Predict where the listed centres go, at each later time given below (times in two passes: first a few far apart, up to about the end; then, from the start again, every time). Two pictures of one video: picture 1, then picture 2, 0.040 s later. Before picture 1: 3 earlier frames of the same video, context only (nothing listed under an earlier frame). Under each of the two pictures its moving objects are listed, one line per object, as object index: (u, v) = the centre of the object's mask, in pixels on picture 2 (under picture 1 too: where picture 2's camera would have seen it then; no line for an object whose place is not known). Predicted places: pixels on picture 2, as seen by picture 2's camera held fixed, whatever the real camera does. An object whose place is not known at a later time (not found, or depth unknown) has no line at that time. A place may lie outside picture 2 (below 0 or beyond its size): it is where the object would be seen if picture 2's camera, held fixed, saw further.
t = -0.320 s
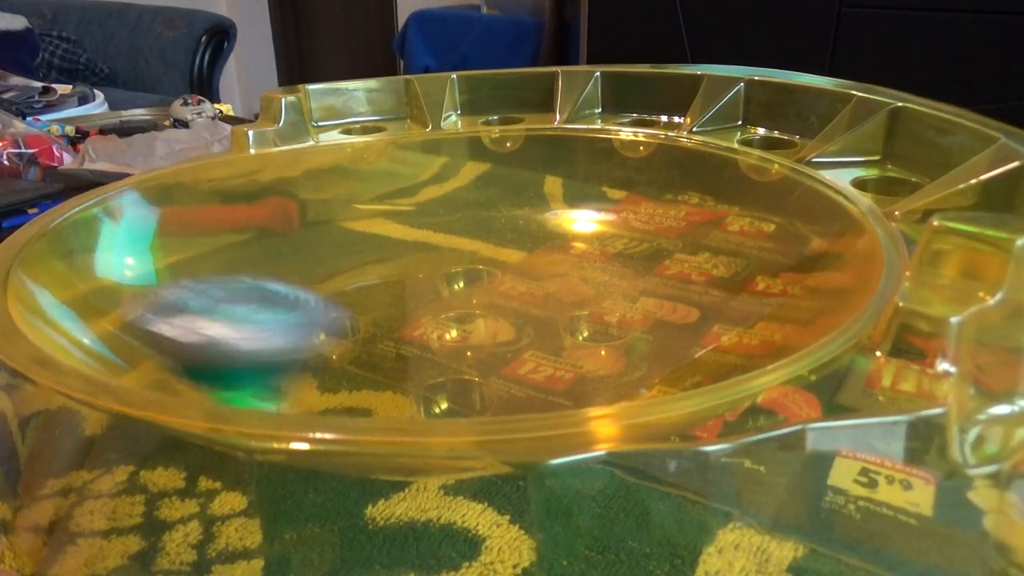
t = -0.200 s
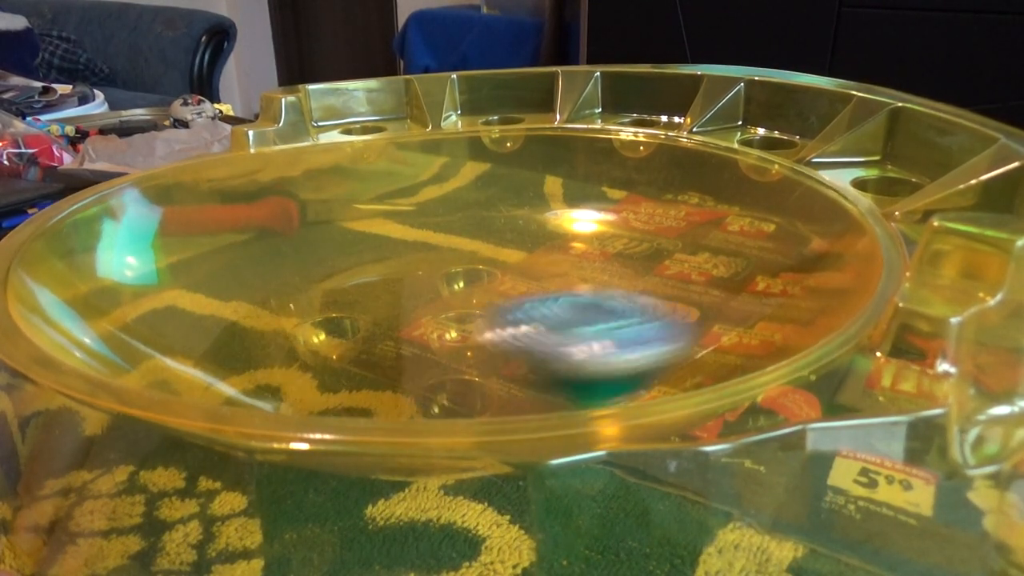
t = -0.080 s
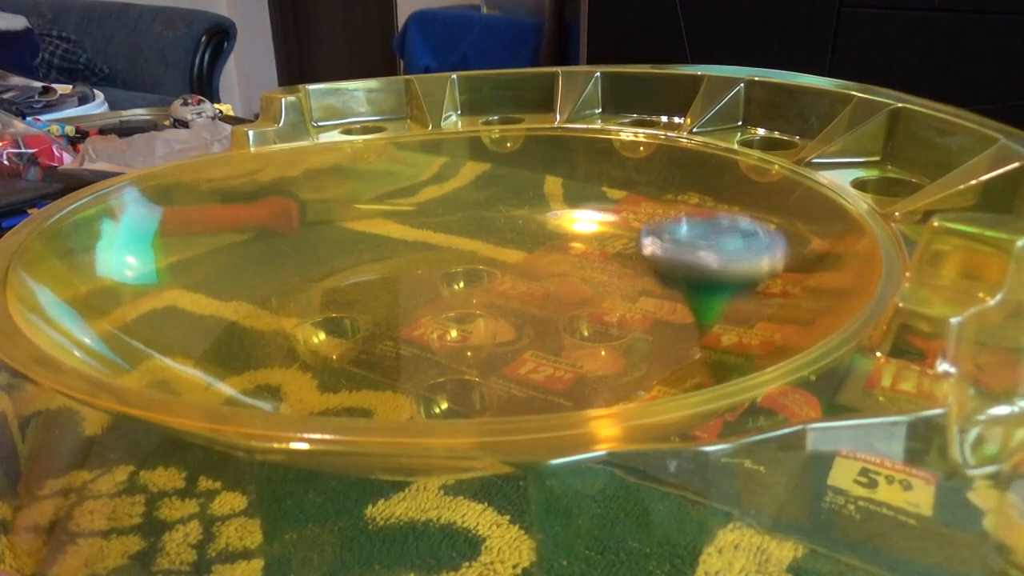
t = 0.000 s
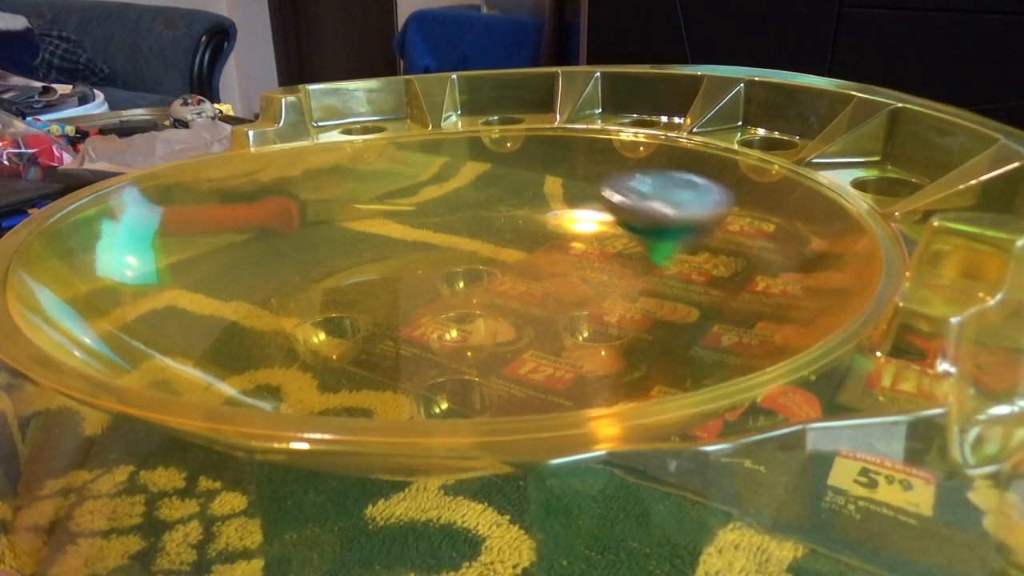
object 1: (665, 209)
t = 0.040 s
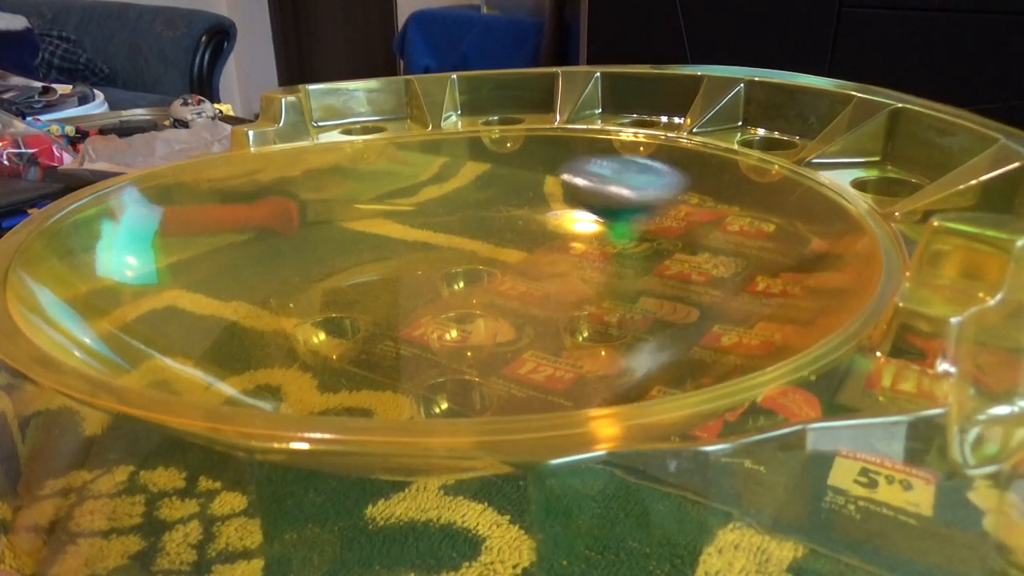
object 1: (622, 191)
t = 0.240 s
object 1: (317, 165)
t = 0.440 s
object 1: (207, 309)
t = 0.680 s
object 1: (706, 288)
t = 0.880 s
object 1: (608, 168)
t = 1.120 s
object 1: (248, 204)
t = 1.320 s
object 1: (329, 344)
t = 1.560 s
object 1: (736, 258)
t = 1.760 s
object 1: (560, 177)
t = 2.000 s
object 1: (239, 231)
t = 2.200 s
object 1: (319, 349)
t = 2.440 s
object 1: (713, 272)
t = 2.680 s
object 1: (506, 193)
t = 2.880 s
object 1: (261, 215)
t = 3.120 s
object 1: (304, 342)
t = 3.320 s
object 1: (642, 302)
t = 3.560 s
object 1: (577, 194)
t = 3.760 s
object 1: (338, 179)
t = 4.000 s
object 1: (252, 312)
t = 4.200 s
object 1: (571, 328)
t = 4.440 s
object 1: (675, 212)
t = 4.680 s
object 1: (405, 180)
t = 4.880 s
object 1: (242, 262)
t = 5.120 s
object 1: (444, 350)
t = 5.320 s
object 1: (702, 282)
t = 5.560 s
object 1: (554, 196)
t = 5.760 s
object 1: (333, 207)
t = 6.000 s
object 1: (216, 303)
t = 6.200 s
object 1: (494, 347)
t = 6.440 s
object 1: (637, 247)
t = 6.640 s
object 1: (507, 188)
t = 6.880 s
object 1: (264, 217)
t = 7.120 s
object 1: (336, 321)
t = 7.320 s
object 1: (581, 308)
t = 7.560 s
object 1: (644, 209)
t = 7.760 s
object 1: (453, 183)
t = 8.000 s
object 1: (265, 254)
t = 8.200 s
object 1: (340, 325)
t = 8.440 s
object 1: (629, 324)
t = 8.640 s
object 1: (664, 233)
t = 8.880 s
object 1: (456, 196)
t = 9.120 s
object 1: (247, 237)
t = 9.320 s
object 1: (277, 329)
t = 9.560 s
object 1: (575, 314)
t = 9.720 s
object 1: (627, 251)
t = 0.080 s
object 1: (570, 177)
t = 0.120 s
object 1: (512, 168)
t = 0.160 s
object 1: (451, 163)
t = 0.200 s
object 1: (383, 159)
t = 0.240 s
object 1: (317, 165)
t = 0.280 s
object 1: (256, 179)
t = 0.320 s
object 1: (205, 201)
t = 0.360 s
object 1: (176, 231)
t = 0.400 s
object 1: (172, 272)
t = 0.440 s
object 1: (207, 309)
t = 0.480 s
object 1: (280, 337)
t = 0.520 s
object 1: (385, 350)
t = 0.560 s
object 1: (486, 352)
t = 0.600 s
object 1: (590, 340)
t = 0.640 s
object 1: (660, 317)
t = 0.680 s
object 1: (706, 288)
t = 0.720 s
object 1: (725, 258)
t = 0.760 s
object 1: (718, 232)
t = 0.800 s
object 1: (693, 204)
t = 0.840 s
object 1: (655, 185)
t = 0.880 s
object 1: (608, 168)
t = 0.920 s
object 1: (549, 161)
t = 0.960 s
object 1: (490, 158)
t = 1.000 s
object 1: (423, 158)
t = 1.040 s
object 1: (361, 163)
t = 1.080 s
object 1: (299, 181)
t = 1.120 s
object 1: (248, 204)
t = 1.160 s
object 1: (218, 232)
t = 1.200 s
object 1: (205, 273)
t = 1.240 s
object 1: (219, 297)
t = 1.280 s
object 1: (260, 324)
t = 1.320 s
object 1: (329, 344)
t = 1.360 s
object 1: (413, 352)
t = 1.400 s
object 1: (508, 352)
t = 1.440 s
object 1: (600, 339)
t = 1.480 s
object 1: (669, 318)
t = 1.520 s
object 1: (716, 287)
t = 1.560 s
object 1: (736, 258)
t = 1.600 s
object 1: (730, 231)
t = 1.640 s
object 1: (706, 207)
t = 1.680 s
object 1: (668, 192)
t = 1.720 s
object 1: (618, 179)
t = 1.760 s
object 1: (560, 177)
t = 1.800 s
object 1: (501, 176)
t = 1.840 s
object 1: (440, 179)
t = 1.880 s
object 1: (378, 184)
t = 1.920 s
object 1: (322, 198)
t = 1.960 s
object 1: (276, 213)
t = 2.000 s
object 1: (239, 231)
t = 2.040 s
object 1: (217, 272)
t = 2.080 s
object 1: (209, 286)
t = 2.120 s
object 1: (220, 308)
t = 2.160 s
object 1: (255, 331)
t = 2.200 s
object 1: (319, 349)
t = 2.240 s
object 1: (402, 356)
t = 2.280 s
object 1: (498, 355)
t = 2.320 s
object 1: (593, 343)
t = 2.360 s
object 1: (661, 323)
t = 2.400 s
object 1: (700, 297)
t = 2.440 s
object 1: (713, 272)
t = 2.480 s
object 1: (705, 252)
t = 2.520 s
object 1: (678, 228)
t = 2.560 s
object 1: (643, 214)
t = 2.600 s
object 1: (602, 202)
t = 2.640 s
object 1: (553, 195)
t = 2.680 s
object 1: (506, 193)
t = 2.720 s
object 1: (454, 190)
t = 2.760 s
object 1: (402, 190)
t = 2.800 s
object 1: (350, 195)
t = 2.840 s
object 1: (304, 202)
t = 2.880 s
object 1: (261, 215)
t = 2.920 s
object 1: (228, 230)
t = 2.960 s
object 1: (204, 250)
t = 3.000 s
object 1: (192, 275)
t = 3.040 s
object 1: (202, 299)
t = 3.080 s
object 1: (239, 325)
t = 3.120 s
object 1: (304, 342)
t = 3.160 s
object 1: (387, 350)
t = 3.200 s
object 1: (468, 350)
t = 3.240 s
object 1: (545, 340)
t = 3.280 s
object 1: (604, 324)
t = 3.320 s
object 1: (642, 302)
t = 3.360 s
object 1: (658, 280)
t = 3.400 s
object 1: (659, 261)
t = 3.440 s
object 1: (650, 241)
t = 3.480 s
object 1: (633, 227)
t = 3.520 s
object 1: (608, 213)
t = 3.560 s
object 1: (577, 194)
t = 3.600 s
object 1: (541, 186)
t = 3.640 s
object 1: (496, 178)
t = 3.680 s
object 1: (447, 173)
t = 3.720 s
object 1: (394, 173)
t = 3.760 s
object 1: (338, 179)
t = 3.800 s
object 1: (292, 192)
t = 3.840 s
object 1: (248, 210)
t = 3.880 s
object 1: (223, 233)
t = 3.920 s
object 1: (210, 260)
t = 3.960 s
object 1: (220, 288)
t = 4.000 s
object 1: (252, 312)
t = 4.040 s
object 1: (306, 330)
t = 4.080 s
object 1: (371, 339)
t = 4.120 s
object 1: (439, 342)
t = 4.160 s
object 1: (508, 339)
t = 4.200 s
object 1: (571, 328)
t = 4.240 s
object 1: (628, 313)
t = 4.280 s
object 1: (666, 293)
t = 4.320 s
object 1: (689, 273)
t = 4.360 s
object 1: (699, 252)
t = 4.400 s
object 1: (692, 231)
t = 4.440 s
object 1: (675, 212)
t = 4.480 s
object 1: (647, 200)
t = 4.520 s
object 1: (608, 185)
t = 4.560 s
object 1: (564, 181)
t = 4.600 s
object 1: (512, 176)
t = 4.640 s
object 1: (457, 176)
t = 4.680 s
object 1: (405, 180)
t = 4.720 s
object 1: (355, 189)
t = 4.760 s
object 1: (312, 210)
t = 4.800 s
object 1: (279, 221)
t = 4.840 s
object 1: (254, 241)
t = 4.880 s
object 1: (242, 262)
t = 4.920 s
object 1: (244, 283)
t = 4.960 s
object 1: (259, 303)
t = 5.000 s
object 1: (289, 322)
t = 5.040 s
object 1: (330, 337)
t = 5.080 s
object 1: (382, 347)
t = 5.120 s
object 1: (444, 350)
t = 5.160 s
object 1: (515, 349)
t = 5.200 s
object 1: (584, 341)
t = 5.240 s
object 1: (641, 324)
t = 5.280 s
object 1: (680, 305)
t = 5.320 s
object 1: (702, 282)
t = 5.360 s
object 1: (707, 261)
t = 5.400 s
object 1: (694, 241)
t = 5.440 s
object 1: (670, 223)
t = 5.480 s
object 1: (638, 216)
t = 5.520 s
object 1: (598, 201)
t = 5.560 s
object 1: (554, 196)
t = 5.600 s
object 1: (510, 195)
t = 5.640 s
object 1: (464, 194)
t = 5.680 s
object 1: (419, 196)
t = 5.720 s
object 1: (376, 201)
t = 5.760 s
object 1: (333, 207)
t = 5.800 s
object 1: (297, 217)
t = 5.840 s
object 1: (264, 229)
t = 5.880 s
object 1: (237, 243)
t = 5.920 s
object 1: (217, 261)
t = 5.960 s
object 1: (209, 286)
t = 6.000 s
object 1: (216, 303)
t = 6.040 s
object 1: (242, 322)
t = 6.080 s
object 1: (288, 338)
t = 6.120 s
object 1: (348, 347)
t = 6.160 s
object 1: (421, 350)
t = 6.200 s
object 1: (494, 347)
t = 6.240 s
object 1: (558, 336)
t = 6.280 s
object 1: (604, 321)
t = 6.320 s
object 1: (634, 306)
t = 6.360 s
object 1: (646, 283)
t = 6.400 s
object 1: (646, 265)
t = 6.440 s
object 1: (637, 247)
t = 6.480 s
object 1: (620, 233)
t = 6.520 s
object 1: (598, 218)
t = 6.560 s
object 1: (572, 205)
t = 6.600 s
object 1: (541, 194)
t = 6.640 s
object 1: (507, 188)
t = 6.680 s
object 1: (467, 183)
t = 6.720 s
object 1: (422, 182)
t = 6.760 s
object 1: (379, 183)
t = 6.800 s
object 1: (334, 192)
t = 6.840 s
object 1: (296, 203)
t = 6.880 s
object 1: (264, 217)
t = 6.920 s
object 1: (240, 235)
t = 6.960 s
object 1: (227, 273)
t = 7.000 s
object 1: (234, 280)
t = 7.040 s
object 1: (256, 305)
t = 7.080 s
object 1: (293, 313)
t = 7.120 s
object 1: (336, 321)
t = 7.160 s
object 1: (380, 326)
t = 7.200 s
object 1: (433, 326)
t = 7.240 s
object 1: (486, 320)
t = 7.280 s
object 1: (536, 313)
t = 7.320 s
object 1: (581, 308)
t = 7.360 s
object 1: (620, 288)
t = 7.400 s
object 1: (648, 273)
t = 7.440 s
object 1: (663, 258)
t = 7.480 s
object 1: (669, 239)
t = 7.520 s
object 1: (662, 223)
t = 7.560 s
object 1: (644, 209)
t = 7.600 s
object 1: (619, 197)
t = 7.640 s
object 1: (584, 189)
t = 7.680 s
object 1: (542, 184)
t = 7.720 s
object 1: (497, 183)
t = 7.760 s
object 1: (453, 183)
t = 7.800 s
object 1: (408, 186)
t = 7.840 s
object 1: (366, 194)
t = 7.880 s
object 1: (328, 206)
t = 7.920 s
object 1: (300, 225)
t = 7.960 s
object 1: (277, 237)
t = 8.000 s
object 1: (265, 254)
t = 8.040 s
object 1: (263, 271)
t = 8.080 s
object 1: (271, 287)
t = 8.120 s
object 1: (288, 300)
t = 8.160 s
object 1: (311, 313)
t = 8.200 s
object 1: (340, 325)
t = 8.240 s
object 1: (373, 336)
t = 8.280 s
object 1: (414, 343)
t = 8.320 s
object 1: (464, 347)
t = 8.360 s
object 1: (521, 345)
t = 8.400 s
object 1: (579, 337)
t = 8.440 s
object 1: (629, 324)
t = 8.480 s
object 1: (665, 306)
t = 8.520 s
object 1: (685, 287)
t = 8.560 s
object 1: (690, 268)
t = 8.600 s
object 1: (683, 249)
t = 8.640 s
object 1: (664, 233)
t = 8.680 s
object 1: (639, 223)
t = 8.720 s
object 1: (606, 216)
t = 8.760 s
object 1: (568, 202)
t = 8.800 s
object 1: (532, 202)
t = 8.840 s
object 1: (494, 197)
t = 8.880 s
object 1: (456, 196)
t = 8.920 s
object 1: (416, 197)
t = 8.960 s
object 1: (377, 200)
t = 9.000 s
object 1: (338, 206)
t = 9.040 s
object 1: (305, 221)
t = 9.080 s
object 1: (273, 225)
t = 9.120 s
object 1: (247, 237)
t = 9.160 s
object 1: (227, 253)
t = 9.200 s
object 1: (218, 285)
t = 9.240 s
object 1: (222, 293)
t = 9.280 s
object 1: (241, 312)
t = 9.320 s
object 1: (277, 329)
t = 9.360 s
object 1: (328, 339)
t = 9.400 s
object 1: (387, 344)
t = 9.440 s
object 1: (446, 343)
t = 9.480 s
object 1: (500, 336)
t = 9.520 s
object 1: (542, 325)
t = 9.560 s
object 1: (575, 314)
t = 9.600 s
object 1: (601, 298)
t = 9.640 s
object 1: (618, 282)
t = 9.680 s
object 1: (627, 267)
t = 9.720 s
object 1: (627, 251)
